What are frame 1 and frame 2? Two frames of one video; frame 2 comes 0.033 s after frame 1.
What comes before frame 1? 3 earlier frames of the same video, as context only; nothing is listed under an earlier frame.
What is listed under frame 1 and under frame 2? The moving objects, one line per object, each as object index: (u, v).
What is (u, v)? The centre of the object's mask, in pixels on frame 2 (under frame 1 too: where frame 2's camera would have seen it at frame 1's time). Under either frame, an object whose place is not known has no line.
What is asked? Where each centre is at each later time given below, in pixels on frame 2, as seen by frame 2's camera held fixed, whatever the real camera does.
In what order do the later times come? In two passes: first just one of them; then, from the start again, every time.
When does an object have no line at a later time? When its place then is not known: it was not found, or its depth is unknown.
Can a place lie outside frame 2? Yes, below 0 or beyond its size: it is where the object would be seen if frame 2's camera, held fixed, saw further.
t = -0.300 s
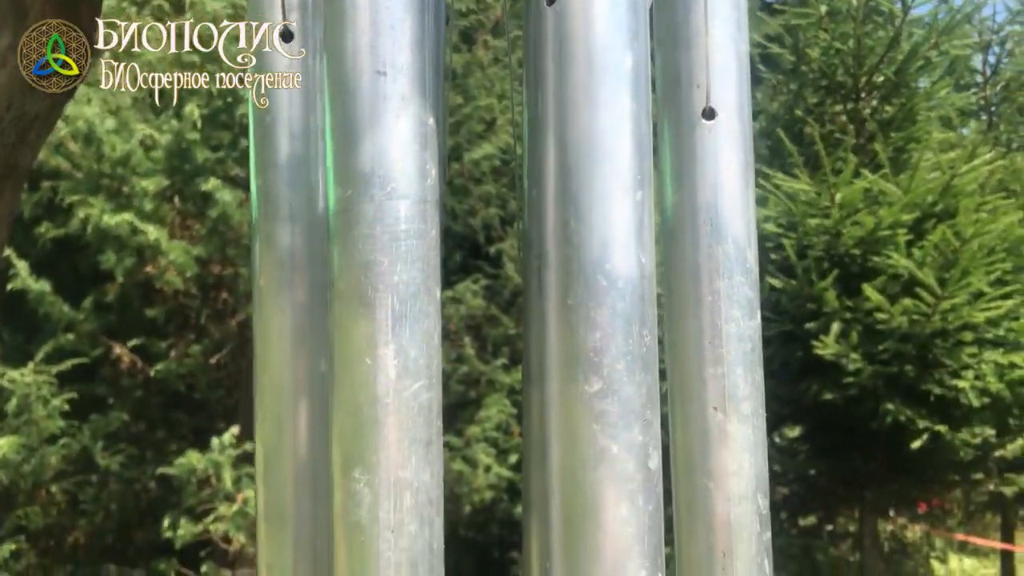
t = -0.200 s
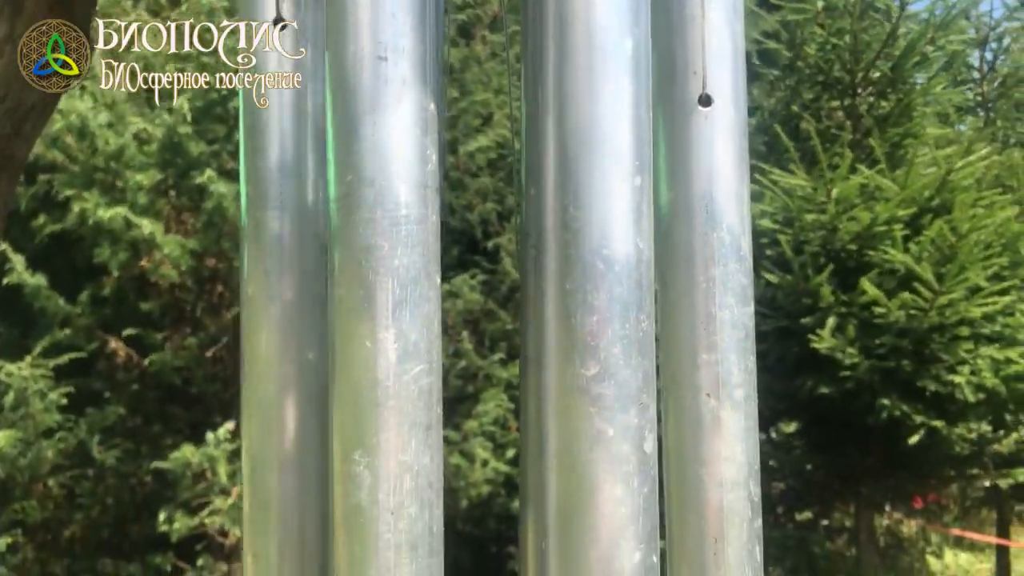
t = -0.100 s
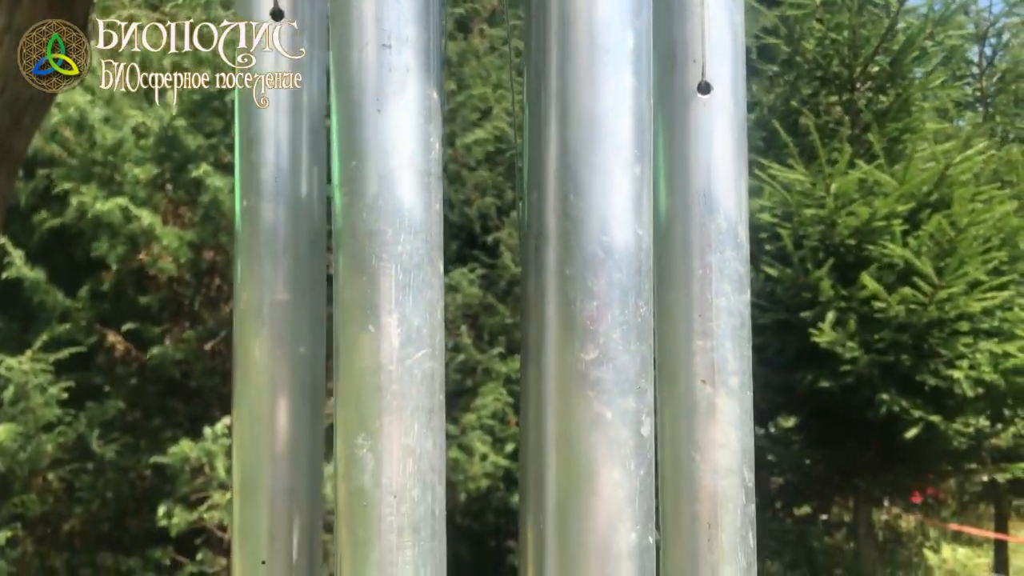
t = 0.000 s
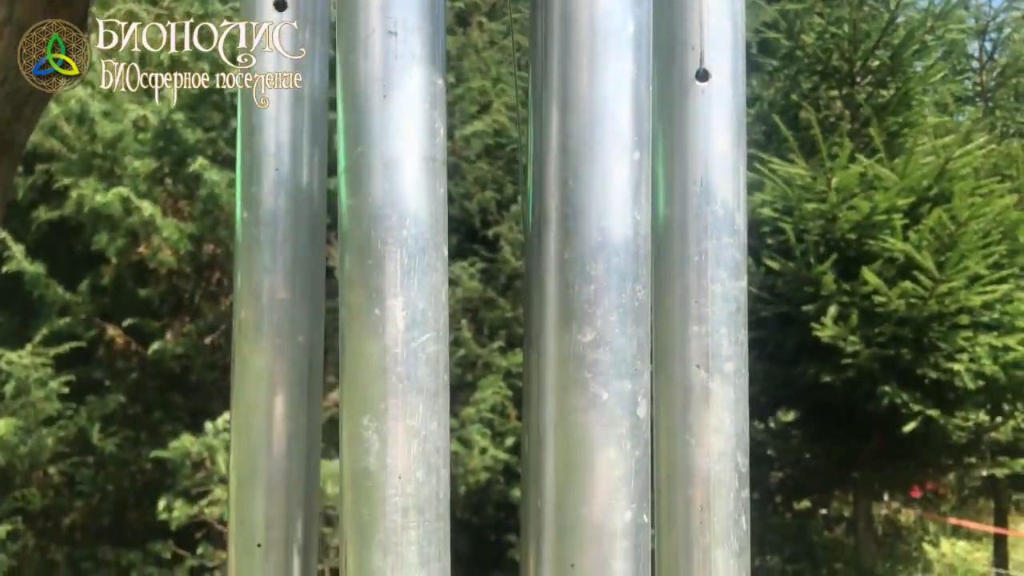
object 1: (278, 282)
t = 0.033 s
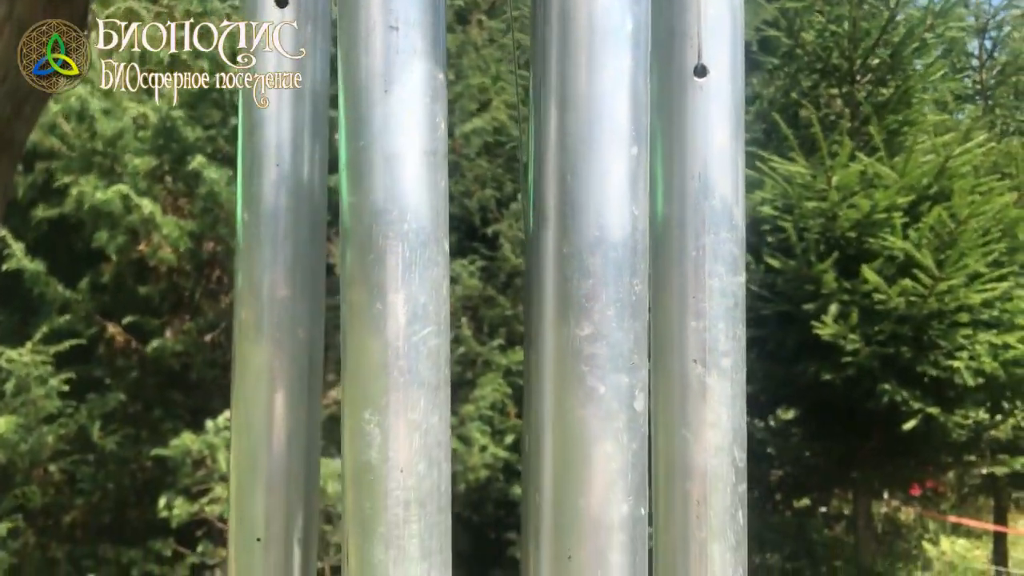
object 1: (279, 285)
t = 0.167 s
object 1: (280, 298)
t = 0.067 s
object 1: (279, 289)
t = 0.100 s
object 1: (280, 292)
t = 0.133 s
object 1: (280, 295)
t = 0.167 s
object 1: (280, 298)
